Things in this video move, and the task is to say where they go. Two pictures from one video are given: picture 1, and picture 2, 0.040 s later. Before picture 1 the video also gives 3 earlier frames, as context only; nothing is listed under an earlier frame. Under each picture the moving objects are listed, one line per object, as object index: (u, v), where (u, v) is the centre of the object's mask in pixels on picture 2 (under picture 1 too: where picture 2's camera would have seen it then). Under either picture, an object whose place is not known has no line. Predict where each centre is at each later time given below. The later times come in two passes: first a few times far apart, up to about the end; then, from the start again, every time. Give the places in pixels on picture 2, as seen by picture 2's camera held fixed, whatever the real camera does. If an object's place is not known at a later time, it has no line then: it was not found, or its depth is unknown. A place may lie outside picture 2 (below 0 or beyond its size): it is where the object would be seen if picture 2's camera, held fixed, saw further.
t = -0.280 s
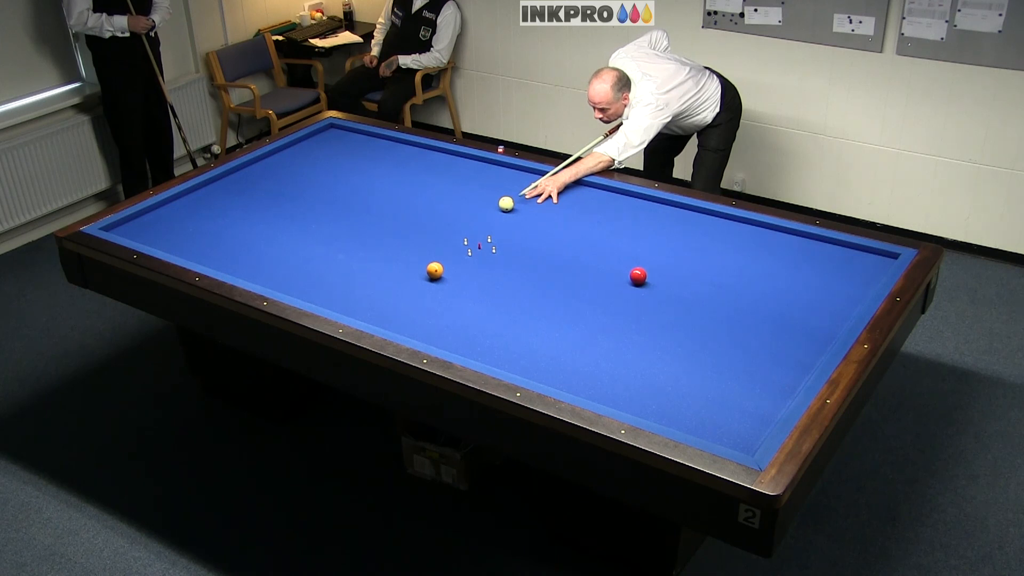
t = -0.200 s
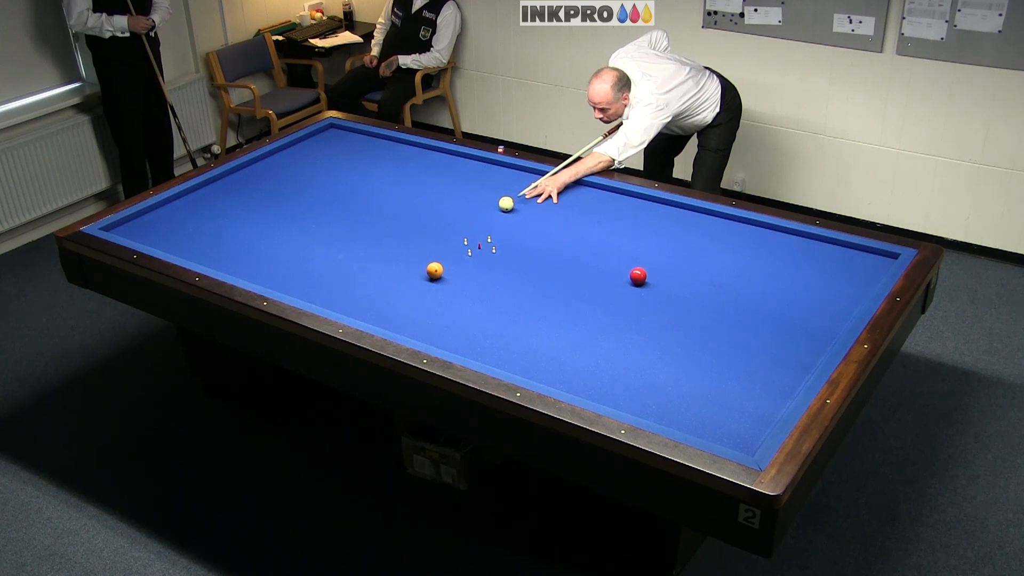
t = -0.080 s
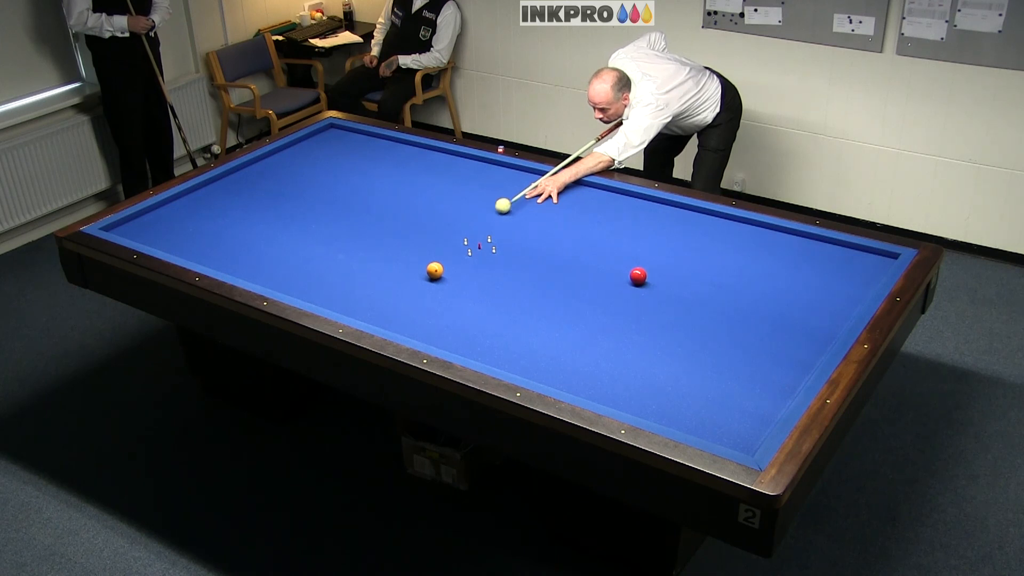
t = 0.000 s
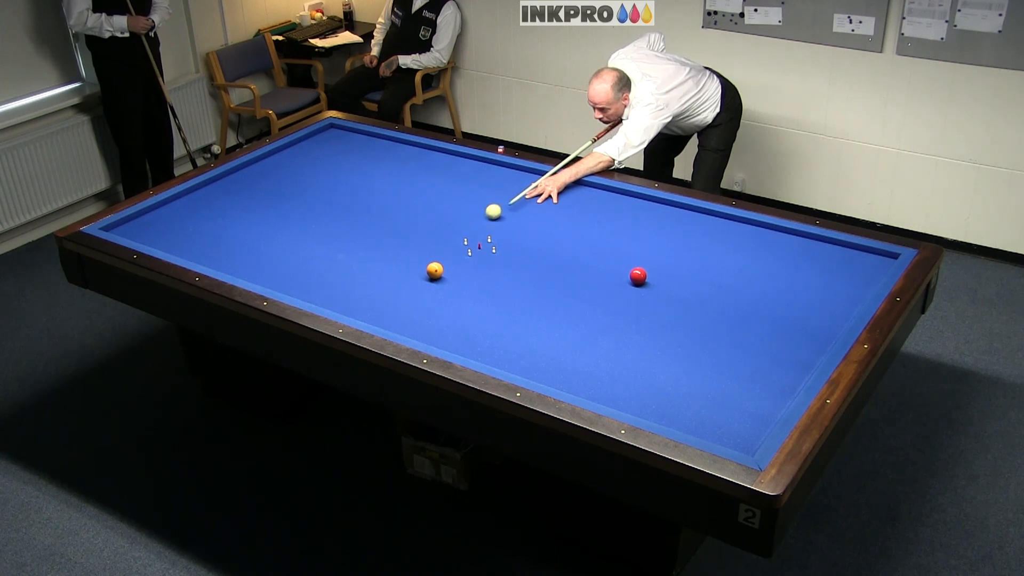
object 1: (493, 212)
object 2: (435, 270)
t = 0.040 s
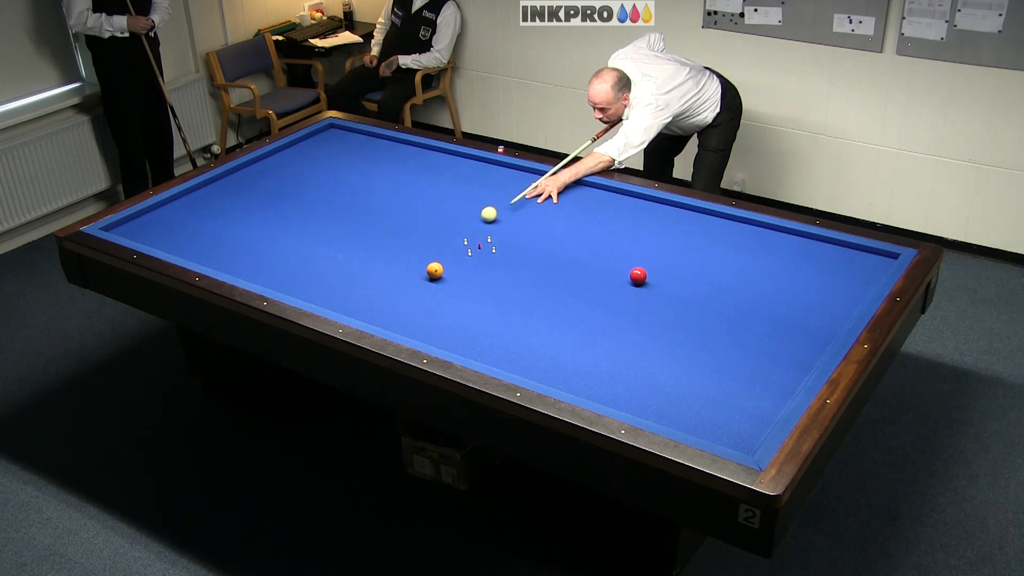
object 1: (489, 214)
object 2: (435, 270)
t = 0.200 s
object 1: (471, 226)
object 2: (435, 270)
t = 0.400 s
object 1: (447, 240)
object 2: (435, 270)
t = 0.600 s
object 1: (423, 255)
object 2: (435, 270)
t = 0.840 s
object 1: (392, 274)
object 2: (435, 270)
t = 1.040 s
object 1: (366, 291)
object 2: (435, 270)
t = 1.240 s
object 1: (339, 306)
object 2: (435, 270)
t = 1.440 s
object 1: (355, 301)
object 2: (435, 270)
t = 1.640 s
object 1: (373, 294)
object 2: (435, 270)
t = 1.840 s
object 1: (390, 287)
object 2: (435, 270)
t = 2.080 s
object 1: (409, 279)
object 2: (435, 270)
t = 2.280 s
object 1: (420, 274)
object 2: (439, 269)
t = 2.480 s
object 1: (422, 271)
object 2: (449, 266)
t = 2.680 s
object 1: (423, 269)
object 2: (458, 264)
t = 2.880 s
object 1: (425, 267)
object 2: (467, 262)
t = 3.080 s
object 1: (426, 266)
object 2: (475, 259)
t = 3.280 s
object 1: (428, 264)
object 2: (483, 258)
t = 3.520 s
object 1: (429, 263)
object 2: (492, 255)
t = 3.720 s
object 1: (430, 262)
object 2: (498, 253)
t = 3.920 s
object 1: (431, 261)
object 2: (504, 252)
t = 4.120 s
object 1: (431, 261)
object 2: (510, 250)
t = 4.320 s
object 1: (432, 261)
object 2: (516, 249)
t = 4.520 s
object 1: (432, 261)
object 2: (520, 247)
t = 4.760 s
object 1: (432, 261)
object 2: (526, 246)
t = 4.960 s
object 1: (432, 261)
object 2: (529, 245)
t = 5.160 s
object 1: (432, 261)
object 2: (533, 244)
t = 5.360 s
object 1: (432, 261)
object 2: (536, 243)
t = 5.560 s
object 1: (432, 261)
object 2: (538, 242)
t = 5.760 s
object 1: (432, 261)
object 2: (541, 242)
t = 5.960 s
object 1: (432, 261)
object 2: (542, 241)
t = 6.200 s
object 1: (432, 261)
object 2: (544, 241)
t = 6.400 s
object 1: (432, 261)
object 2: (544, 240)
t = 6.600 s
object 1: (432, 261)
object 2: (545, 240)
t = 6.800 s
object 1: (432, 261)
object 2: (545, 240)
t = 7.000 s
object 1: (432, 261)
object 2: (545, 240)
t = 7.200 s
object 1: (432, 261)
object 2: (545, 240)
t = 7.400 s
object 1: (432, 261)
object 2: (545, 240)
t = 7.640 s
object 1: (432, 261)
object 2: (545, 240)
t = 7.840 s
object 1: (432, 261)
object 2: (545, 240)
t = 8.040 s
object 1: (432, 261)
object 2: (545, 240)
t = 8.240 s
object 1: (432, 261)
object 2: (545, 240)
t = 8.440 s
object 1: (432, 261)
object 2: (545, 240)
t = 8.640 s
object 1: (432, 261)
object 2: (545, 240)
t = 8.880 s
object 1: (432, 261)
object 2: (545, 240)
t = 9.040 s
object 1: (432, 261)
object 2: (545, 240)
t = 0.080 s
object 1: (484, 217)
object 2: (435, 270)
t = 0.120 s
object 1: (480, 220)
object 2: (435, 270)
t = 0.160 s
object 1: (475, 223)
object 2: (435, 270)
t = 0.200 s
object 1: (471, 226)
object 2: (435, 270)
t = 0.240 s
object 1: (466, 228)
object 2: (435, 270)
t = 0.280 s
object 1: (461, 231)
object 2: (435, 270)
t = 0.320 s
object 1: (457, 234)
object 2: (435, 270)
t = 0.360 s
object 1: (452, 237)
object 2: (435, 270)
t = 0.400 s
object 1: (447, 240)
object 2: (435, 270)
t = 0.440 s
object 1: (442, 243)
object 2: (435, 270)
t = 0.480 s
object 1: (438, 246)
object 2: (435, 270)
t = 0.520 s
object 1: (433, 249)
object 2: (435, 270)
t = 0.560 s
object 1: (428, 252)
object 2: (435, 270)
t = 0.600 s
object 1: (423, 255)
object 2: (435, 270)
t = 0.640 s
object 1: (418, 259)
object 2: (435, 270)
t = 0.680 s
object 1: (413, 262)
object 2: (435, 270)
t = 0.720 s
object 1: (408, 265)
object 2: (435, 270)
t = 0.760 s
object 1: (403, 268)
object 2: (435, 270)
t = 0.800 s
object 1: (397, 271)
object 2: (435, 270)
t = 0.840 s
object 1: (392, 274)
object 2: (435, 270)
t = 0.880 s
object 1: (387, 277)
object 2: (435, 270)
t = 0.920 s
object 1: (382, 280)
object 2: (435, 270)
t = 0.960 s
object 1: (377, 284)
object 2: (435, 270)
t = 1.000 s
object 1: (371, 287)
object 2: (435, 270)
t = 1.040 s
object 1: (366, 291)
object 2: (435, 270)
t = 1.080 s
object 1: (360, 294)
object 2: (435, 270)
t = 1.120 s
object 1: (355, 297)
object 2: (435, 270)
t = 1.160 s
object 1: (350, 300)
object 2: (435, 270)
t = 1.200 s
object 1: (344, 304)
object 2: (435, 270)
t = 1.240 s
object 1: (339, 306)
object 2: (435, 270)
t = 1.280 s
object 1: (339, 306)
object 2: (435, 270)
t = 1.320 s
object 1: (343, 306)
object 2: (435, 270)
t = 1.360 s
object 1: (347, 304)
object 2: (435, 270)
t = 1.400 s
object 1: (351, 302)
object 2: (435, 270)
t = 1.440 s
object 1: (355, 301)
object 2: (435, 270)
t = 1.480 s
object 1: (359, 299)
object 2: (435, 270)
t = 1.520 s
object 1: (362, 298)
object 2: (435, 270)
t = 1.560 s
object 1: (366, 296)
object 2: (435, 270)
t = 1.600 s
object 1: (369, 295)
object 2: (435, 270)
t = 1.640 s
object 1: (373, 294)
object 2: (435, 270)
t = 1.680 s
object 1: (376, 292)
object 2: (435, 270)
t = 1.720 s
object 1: (380, 291)
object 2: (435, 270)
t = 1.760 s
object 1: (383, 289)
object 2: (435, 270)
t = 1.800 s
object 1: (386, 288)
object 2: (435, 270)
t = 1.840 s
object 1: (390, 287)
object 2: (435, 270)
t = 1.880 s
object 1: (393, 285)
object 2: (435, 270)
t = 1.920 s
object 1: (396, 284)
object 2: (435, 270)
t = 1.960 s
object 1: (400, 282)
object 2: (435, 270)
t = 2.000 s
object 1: (403, 281)
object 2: (435, 270)
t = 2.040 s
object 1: (406, 280)
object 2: (435, 270)
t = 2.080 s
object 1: (409, 279)
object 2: (435, 270)
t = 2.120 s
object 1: (412, 277)
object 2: (435, 270)
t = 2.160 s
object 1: (415, 276)
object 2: (435, 270)
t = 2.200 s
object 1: (418, 275)
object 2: (435, 270)
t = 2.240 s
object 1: (419, 274)
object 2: (437, 270)
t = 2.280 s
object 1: (420, 274)
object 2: (439, 269)
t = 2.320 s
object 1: (420, 273)
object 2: (441, 269)
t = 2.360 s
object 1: (421, 273)
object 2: (443, 268)
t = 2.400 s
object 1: (421, 272)
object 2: (445, 268)
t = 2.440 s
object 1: (421, 272)
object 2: (447, 267)
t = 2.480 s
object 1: (422, 271)
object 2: (449, 266)
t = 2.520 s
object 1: (422, 271)
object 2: (451, 266)
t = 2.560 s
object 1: (422, 270)
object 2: (453, 265)
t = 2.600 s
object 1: (423, 270)
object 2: (455, 265)
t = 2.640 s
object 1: (423, 269)
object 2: (456, 264)
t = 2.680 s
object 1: (423, 269)
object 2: (458, 264)
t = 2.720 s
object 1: (424, 269)
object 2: (460, 263)
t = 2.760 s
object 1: (424, 268)
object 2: (462, 263)
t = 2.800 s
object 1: (424, 268)
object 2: (464, 262)
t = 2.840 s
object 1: (425, 268)
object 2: (465, 262)
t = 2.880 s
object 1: (425, 267)
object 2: (467, 262)
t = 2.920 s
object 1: (425, 267)
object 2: (469, 261)
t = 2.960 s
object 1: (426, 266)
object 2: (470, 261)
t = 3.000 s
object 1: (426, 266)
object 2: (472, 260)
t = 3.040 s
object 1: (426, 266)
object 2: (474, 260)
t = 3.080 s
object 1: (426, 266)
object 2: (475, 259)
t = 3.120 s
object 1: (427, 265)
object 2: (477, 259)
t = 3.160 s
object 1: (427, 265)
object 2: (478, 259)
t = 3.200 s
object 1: (427, 265)
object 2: (480, 258)
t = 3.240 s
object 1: (427, 265)
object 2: (481, 258)
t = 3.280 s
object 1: (428, 264)
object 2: (483, 258)
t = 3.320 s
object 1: (428, 264)
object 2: (484, 257)
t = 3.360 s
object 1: (428, 264)
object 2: (486, 257)
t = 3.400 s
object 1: (429, 263)
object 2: (487, 256)
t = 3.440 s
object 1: (429, 263)
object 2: (489, 256)
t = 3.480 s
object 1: (429, 263)
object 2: (490, 256)
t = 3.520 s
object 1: (429, 263)
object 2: (492, 255)
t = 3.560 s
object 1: (429, 263)
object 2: (493, 255)
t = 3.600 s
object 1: (429, 263)
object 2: (494, 254)
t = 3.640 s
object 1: (430, 262)
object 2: (496, 254)
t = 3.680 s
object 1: (430, 262)
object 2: (497, 254)
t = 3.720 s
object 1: (430, 262)
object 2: (498, 253)
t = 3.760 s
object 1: (430, 262)
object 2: (500, 253)
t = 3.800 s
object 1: (430, 262)
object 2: (501, 253)
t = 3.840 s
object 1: (430, 262)
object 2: (502, 252)
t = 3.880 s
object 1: (431, 261)
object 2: (503, 252)
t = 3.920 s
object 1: (431, 261)
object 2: (504, 252)
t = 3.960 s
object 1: (431, 261)
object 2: (506, 251)
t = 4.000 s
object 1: (431, 261)
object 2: (507, 251)
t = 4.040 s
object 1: (431, 261)
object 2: (508, 251)
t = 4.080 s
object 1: (431, 261)
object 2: (509, 250)
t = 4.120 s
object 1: (431, 261)
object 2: (510, 250)
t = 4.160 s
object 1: (432, 261)
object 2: (511, 250)
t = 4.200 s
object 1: (432, 261)
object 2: (512, 249)
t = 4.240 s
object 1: (432, 261)
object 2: (513, 249)
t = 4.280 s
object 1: (432, 261)
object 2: (514, 249)
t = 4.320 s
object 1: (432, 261)
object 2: (516, 249)
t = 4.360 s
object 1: (432, 261)
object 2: (516, 248)
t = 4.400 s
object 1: (432, 261)
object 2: (518, 248)
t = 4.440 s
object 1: (432, 261)
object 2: (518, 248)
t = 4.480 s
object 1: (432, 261)
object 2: (519, 247)
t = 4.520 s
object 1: (432, 261)
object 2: (520, 247)
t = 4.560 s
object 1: (432, 261)
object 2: (521, 247)
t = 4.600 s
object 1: (432, 261)
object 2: (522, 247)
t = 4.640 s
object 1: (432, 261)
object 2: (523, 247)
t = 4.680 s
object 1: (432, 261)
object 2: (524, 246)
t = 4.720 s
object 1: (432, 261)
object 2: (525, 246)
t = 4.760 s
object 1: (432, 261)
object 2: (526, 246)
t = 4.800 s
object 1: (432, 261)
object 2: (526, 246)
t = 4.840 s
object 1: (432, 261)
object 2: (527, 245)
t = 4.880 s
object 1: (432, 261)
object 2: (528, 245)
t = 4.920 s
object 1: (432, 261)
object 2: (529, 245)
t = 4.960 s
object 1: (432, 261)
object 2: (529, 245)
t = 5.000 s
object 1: (432, 261)
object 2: (530, 245)
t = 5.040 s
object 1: (432, 261)
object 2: (531, 244)
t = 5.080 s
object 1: (432, 261)
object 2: (532, 244)
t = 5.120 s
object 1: (432, 261)
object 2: (532, 244)
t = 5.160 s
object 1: (432, 261)
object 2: (533, 244)
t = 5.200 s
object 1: (432, 261)
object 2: (534, 243)
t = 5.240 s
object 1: (432, 261)
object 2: (534, 243)
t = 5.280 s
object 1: (432, 261)
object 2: (535, 243)
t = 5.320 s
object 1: (432, 261)
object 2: (535, 243)
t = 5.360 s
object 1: (432, 261)
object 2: (536, 243)
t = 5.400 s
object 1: (432, 261)
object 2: (537, 243)
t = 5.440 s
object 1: (432, 261)
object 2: (537, 242)
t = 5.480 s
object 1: (432, 261)
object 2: (537, 242)
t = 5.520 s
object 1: (432, 261)
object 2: (538, 242)
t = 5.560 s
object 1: (432, 261)
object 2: (538, 242)
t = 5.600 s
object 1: (432, 261)
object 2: (539, 242)
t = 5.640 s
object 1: (432, 261)
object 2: (539, 242)
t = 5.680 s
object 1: (432, 261)
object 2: (540, 242)
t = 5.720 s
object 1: (432, 261)
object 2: (540, 242)
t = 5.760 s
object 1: (432, 261)
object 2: (541, 242)
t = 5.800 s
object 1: (432, 261)
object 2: (541, 241)
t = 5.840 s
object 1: (432, 261)
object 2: (541, 241)
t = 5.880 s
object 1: (432, 261)
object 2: (542, 241)
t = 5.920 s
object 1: (432, 261)
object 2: (542, 241)
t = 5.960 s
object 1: (432, 261)
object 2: (542, 241)
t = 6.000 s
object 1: (432, 261)
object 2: (543, 241)
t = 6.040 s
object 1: (432, 261)
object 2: (543, 241)
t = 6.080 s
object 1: (432, 261)
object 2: (543, 241)
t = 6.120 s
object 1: (432, 261)
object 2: (543, 241)
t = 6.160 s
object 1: (432, 261)
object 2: (544, 241)
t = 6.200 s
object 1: (432, 261)
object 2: (544, 241)
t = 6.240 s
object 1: (432, 261)
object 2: (544, 241)
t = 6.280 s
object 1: (432, 261)
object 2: (544, 241)
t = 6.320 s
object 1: (432, 261)
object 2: (544, 240)
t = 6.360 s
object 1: (432, 261)
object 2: (544, 240)
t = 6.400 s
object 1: (432, 261)
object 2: (544, 240)
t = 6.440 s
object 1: (432, 261)
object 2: (545, 240)
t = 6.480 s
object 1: (432, 261)
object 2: (545, 240)
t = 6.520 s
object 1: (432, 261)
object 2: (545, 240)
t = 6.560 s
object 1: (432, 261)
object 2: (545, 240)
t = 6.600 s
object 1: (432, 261)
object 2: (545, 240)
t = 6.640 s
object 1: (432, 261)
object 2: (545, 240)
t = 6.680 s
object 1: (432, 261)
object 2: (545, 240)
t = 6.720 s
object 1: (432, 261)
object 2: (545, 240)
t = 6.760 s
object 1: (432, 261)
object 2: (545, 240)
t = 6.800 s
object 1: (432, 261)
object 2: (545, 240)
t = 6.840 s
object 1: (432, 261)
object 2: (545, 240)
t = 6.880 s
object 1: (432, 261)
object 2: (545, 240)
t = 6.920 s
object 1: (432, 261)
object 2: (545, 240)
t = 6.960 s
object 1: (432, 261)
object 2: (545, 240)
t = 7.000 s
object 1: (432, 261)
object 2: (545, 240)
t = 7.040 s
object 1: (432, 261)
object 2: (545, 240)
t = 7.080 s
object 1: (432, 261)
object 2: (545, 240)
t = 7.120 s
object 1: (432, 261)
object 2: (545, 240)
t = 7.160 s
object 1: (432, 261)
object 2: (545, 240)
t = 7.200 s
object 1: (432, 261)
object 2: (545, 240)
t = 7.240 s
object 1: (432, 261)
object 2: (545, 240)
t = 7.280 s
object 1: (432, 261)
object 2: (545, 240)
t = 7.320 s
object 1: (432, 261)
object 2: (545, 240)
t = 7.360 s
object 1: (432, 261)
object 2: (545, 240)
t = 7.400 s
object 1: (432, 261)
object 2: (545, 240)
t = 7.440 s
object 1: (432, 261)
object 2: (545, 240)
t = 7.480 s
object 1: (432, 261)
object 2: (545, 240)
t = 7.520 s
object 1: (432, 261)
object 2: (545, 240)
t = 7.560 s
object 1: (432, 261)
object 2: (545, 240)
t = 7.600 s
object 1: (432, 261)
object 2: (545, 240)
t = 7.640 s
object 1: (432, 261)
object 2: (545, 240)
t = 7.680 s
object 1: (432, 261)
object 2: (545, 240)
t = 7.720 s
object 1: (432, 261)
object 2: (545, 240)
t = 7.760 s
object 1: (432, 261)
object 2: (545, 240)
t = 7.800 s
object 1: (432, 261)
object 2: (545, 240)
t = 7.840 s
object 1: (432, 261)
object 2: (545, 240)
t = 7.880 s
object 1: (432, 261)
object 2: (545, 240)
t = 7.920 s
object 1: (432, 261)
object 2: (545, 240)
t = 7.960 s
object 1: (432, 261)
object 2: (545, 240)
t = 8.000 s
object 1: (432, 261)
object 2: (545, 240)
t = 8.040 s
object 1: (432, 261)
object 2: (545, 240)
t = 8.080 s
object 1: (432, 261)
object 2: (545, 240)
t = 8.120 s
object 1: (432, 261)
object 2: (545, 240)
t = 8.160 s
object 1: (432, 261)
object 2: (545, 240)
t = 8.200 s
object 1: (432, 261)
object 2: (545, 240)
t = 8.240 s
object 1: (432, 261)
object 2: (545, 240)
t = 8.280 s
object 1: (432, 261)
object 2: (545, 240)
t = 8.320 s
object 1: (432, 261)
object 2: (545, 240)
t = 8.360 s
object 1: (432, 261)
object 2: (545, 240)
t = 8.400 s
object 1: (432, 261)
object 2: (545, 240)
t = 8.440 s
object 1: (432, 261)
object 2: (545, 240)
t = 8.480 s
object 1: (432, 261)
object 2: (545, 240)
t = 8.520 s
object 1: (432, 261)
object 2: (545, 240)
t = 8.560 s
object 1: (432, 261)
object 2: (545, 240)
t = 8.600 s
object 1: (432, 261)
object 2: (545, 240)
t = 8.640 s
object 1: (432, 261)
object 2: (545, 240)
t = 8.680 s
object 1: (432, 261)
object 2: (545, 240)
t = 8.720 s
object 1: (432, 261)
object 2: (545, 240)
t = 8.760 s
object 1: (432, 261)
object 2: (545, 240)
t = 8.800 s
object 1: (432, 261)
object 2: (545, 240)
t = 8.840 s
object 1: (432, 261)
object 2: (545, 240)
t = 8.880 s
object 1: (432, 261)
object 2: (545, 240)
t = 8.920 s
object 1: (432, 261)
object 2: (545, 240)
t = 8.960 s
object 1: (432, 261)
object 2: (545, 240)
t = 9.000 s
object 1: (432, 261)
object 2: (545, 240)
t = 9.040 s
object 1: (432, 261)
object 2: (545, 240)
